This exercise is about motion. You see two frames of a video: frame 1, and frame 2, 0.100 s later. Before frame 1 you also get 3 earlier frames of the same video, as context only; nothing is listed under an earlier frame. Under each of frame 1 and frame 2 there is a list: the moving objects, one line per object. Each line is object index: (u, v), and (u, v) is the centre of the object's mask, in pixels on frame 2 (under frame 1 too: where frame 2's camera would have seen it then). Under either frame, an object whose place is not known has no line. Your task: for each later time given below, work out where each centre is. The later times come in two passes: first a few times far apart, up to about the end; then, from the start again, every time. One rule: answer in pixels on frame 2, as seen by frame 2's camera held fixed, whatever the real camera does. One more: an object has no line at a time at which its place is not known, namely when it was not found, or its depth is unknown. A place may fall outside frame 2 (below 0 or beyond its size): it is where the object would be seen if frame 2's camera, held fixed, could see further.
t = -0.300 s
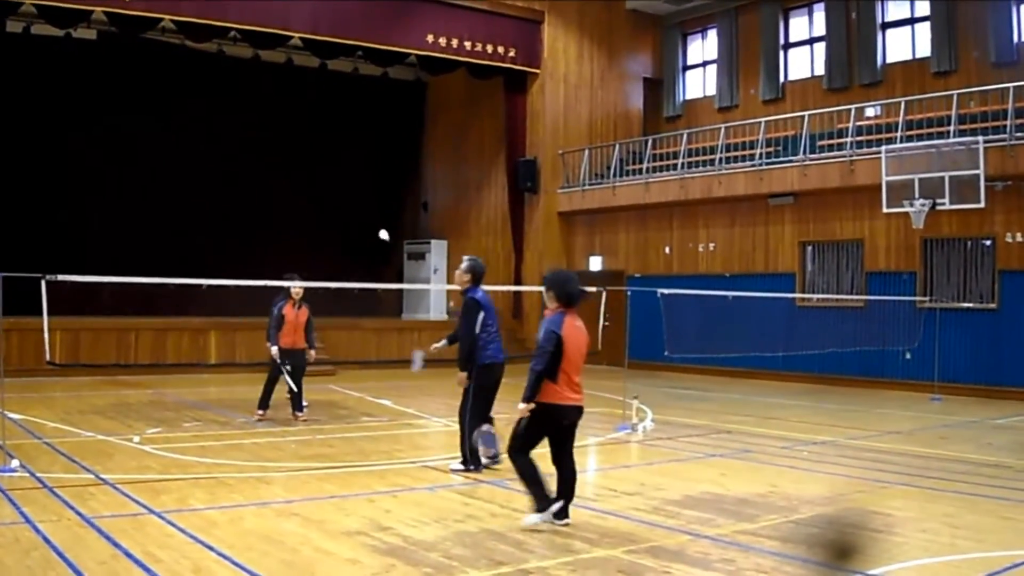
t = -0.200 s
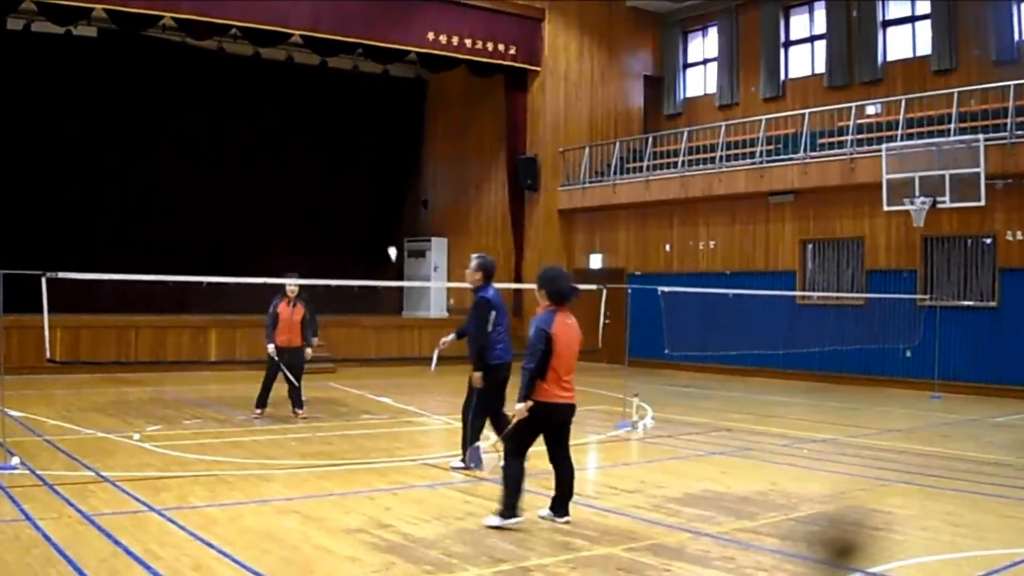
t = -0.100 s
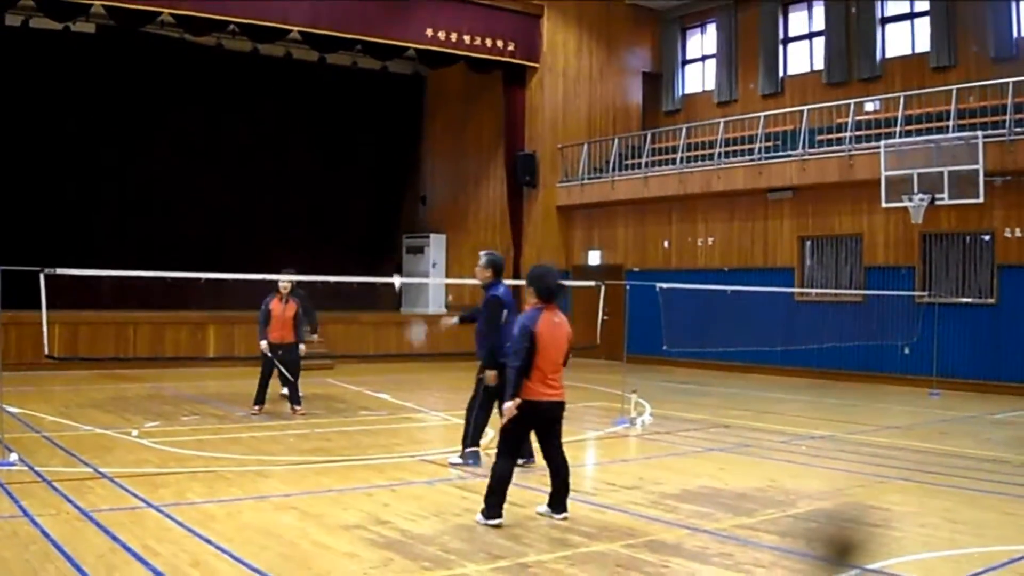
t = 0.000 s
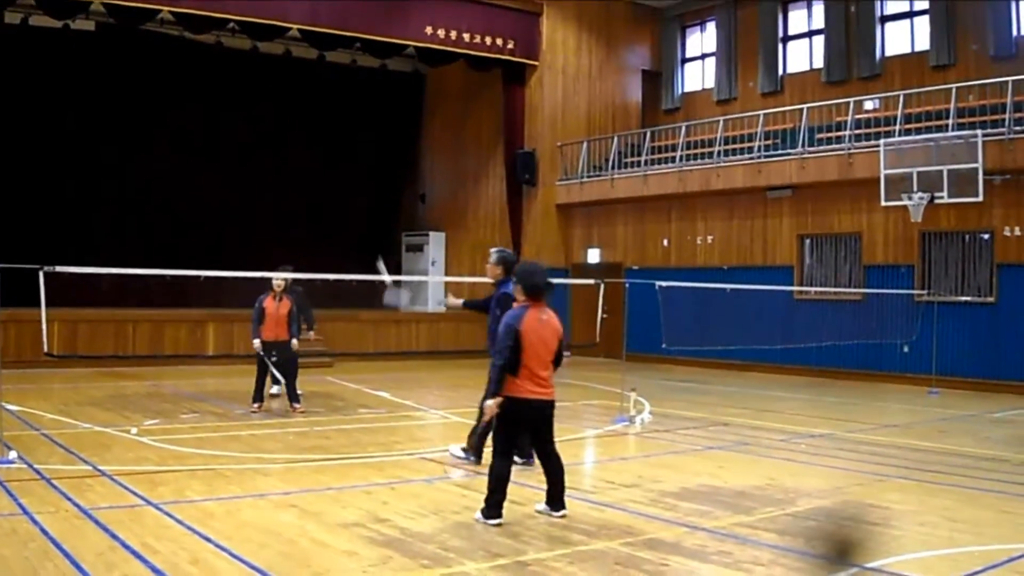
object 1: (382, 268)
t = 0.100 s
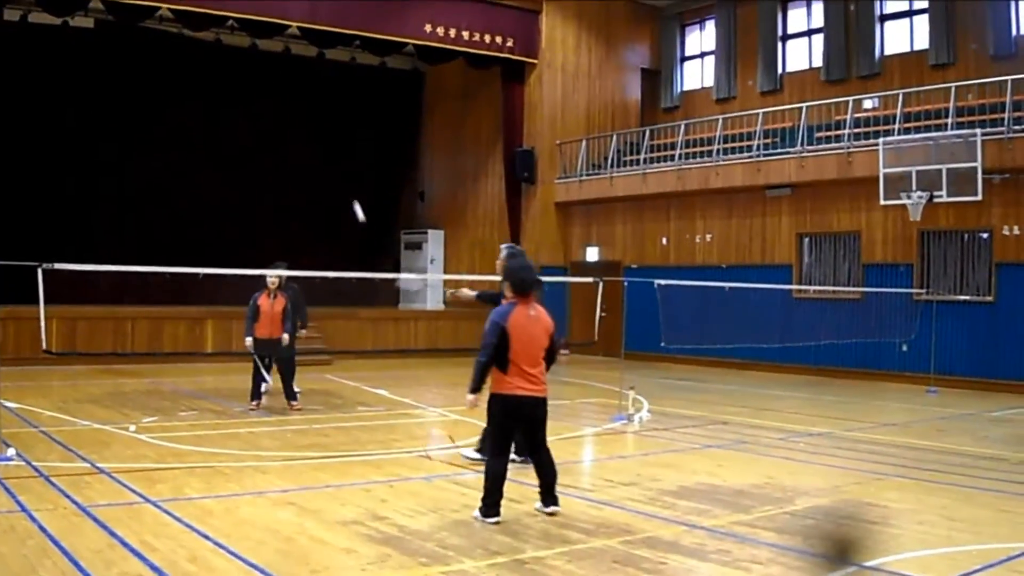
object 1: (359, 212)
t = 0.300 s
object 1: (330, 159)
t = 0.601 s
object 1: (294, 167)
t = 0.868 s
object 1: (275, 234)
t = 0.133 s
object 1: (352, 197)
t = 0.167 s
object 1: (347, 185)
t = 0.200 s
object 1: (343, 176)
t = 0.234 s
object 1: (338, 169)
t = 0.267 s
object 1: (334, 163)
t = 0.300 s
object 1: (330, 159)
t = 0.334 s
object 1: (325, 156)
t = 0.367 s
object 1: (321, 154)
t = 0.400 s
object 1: (317, 153)
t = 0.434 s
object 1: (313, 153)
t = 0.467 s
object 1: (309, 154)
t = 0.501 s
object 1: (304, 156)
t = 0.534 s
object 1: (301, 159)
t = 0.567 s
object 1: (297, 162)
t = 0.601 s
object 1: (294, 167)
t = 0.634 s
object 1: (291, 173)
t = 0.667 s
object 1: (289, 179)
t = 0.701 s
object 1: (286, 187)
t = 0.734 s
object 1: (283, 195)
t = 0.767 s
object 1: (281, 204)
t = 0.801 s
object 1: (278, 214)
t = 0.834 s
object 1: (277, 224)
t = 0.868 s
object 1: (275, 234)
